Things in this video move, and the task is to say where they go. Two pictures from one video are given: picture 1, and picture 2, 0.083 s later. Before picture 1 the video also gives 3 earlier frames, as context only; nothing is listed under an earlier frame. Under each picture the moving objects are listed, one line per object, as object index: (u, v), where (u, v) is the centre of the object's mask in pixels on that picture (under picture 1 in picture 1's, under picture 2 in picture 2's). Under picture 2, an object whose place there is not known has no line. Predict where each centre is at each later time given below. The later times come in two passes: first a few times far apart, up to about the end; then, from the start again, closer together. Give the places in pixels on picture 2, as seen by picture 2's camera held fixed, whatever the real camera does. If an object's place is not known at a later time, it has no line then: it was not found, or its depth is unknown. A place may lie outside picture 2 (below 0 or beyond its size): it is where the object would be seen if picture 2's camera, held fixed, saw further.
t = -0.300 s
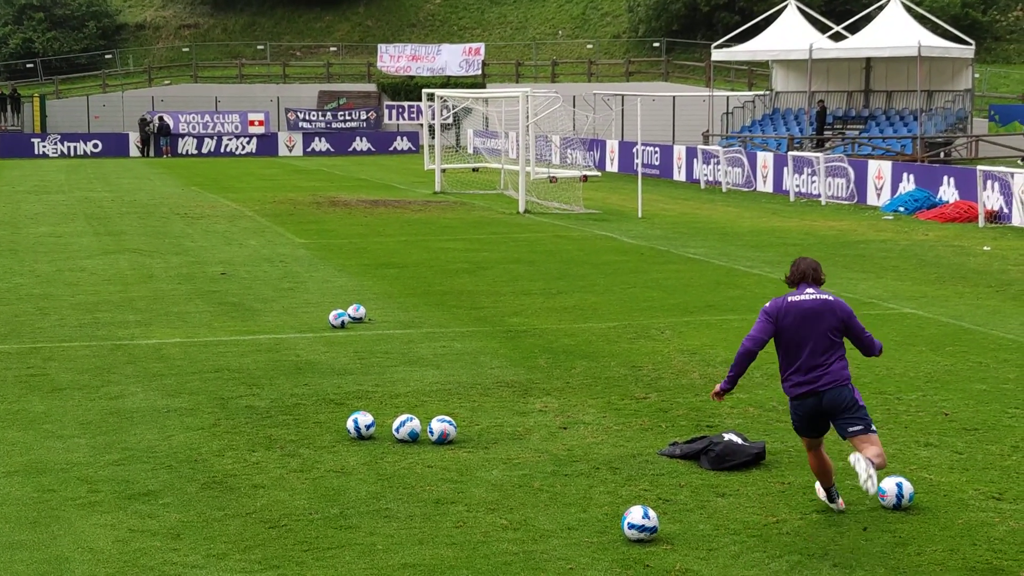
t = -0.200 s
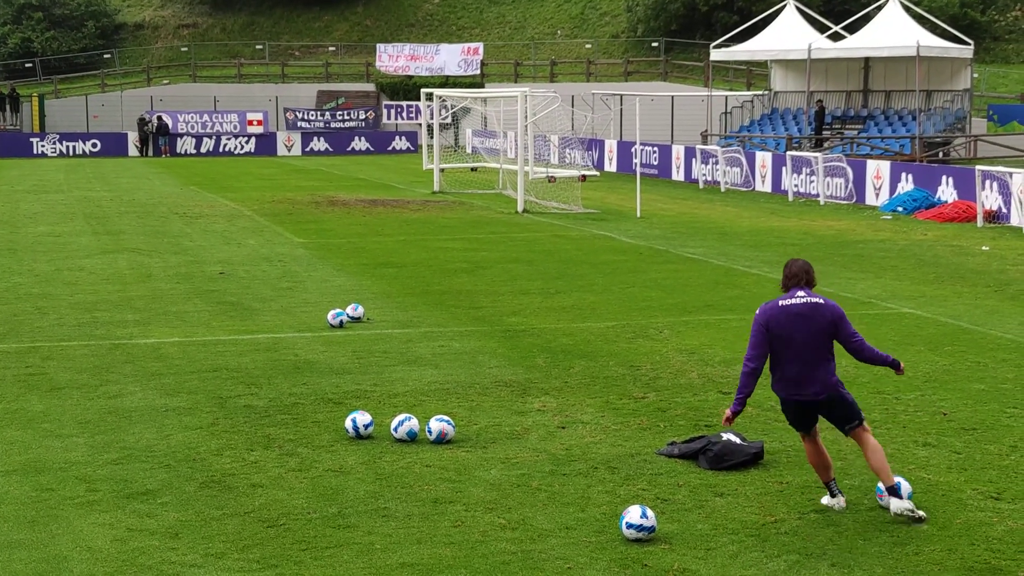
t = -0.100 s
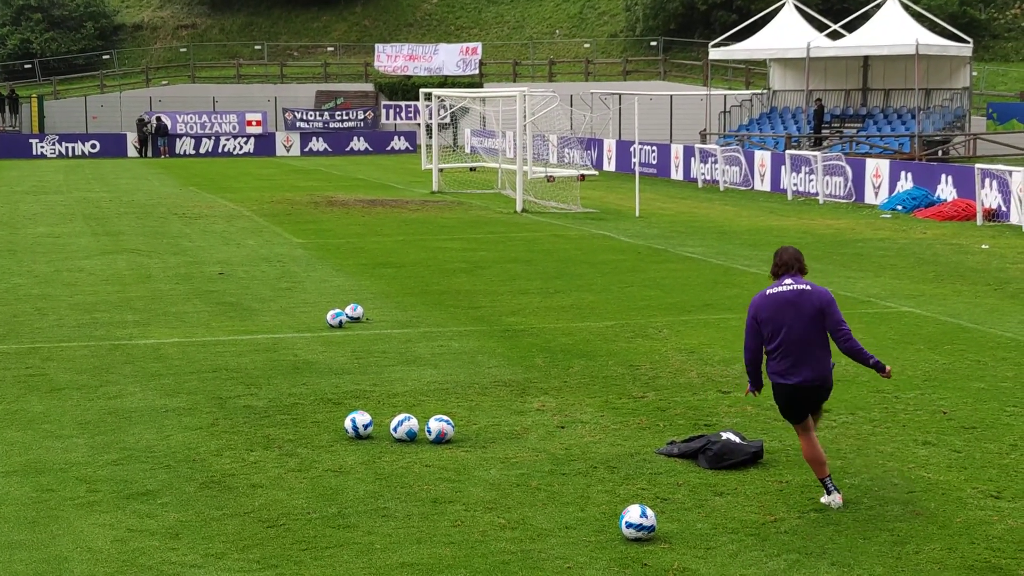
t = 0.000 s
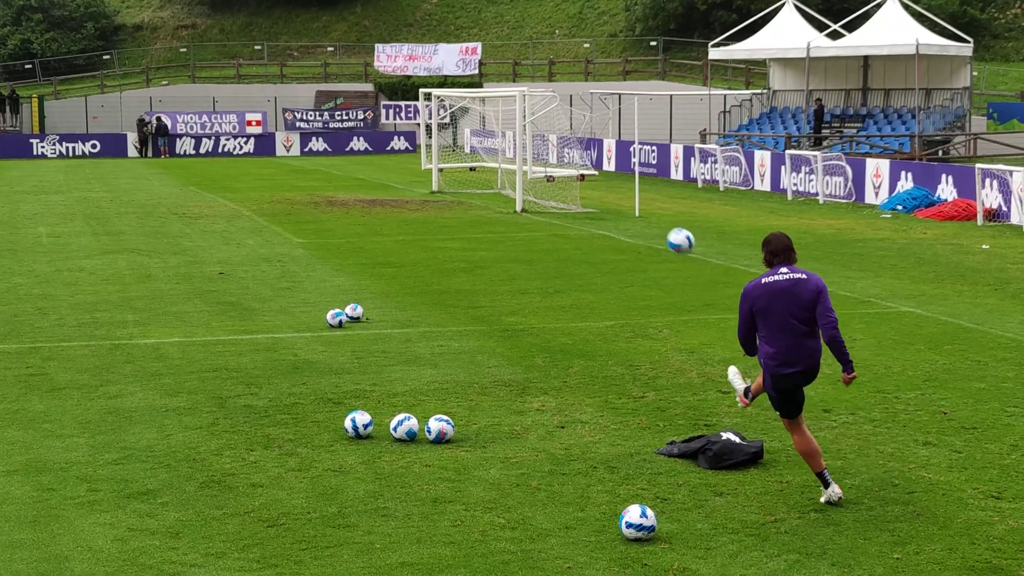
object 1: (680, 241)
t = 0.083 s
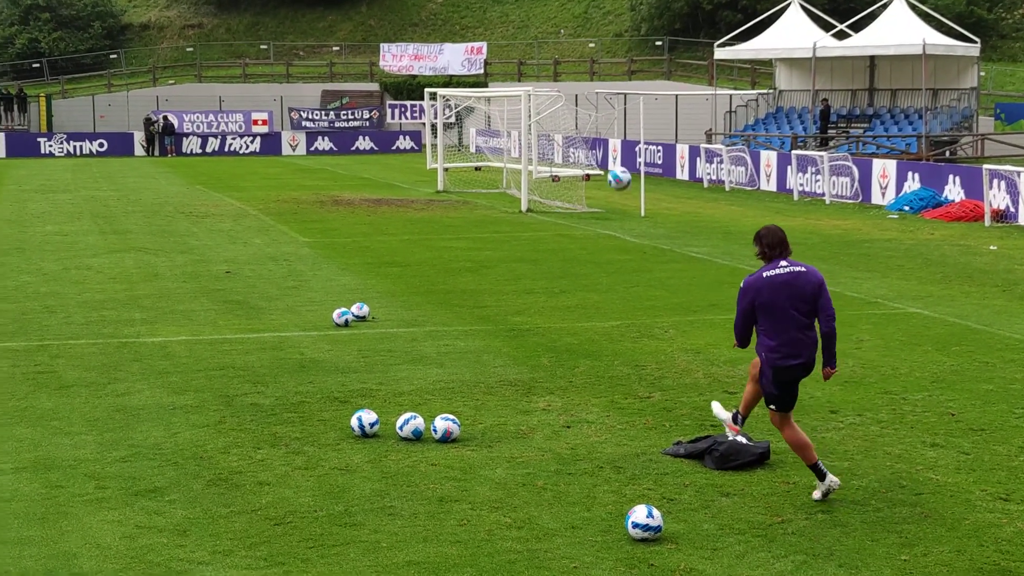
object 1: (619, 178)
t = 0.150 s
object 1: (573, 141)
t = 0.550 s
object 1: (375, 59)
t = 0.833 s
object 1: (273, 77)
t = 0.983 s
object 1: (227, 102)
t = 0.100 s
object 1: (607, 168)
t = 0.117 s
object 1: (596, 158)
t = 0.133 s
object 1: (585, 149)
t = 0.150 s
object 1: (573, 141)
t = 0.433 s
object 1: (424, 67)
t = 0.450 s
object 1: (416, 65)
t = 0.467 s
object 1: (409, 63)
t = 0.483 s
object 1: (402, 62)
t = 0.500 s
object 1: (395, 62)
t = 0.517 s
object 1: (388, 61)
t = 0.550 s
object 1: (375, 59)
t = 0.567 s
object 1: (368, 59)
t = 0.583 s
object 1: (362, 58)
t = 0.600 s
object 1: (356, 59)
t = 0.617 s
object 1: (349, 59)
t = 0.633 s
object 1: (343, 59)
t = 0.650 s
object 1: (336, 60)
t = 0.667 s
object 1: (331, 62)
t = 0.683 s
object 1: (325, 62)
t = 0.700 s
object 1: (319, 64)
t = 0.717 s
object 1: (313, 65)
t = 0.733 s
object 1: (307, 66)
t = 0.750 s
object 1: (301, 67)
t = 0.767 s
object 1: (296, 69)
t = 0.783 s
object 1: (290, 71)
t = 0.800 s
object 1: (285, 73)
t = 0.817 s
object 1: (279, 75)
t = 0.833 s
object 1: (273, 77)
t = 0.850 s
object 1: (268, 80)
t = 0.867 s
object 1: (263, 82)
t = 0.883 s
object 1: (257, 85)
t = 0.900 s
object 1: (253, 87)
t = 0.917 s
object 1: (247, 90)
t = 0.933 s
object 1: (243, 93)
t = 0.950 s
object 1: (237, 96)
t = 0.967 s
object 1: (232, 99)
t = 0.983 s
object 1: (227, 102)
